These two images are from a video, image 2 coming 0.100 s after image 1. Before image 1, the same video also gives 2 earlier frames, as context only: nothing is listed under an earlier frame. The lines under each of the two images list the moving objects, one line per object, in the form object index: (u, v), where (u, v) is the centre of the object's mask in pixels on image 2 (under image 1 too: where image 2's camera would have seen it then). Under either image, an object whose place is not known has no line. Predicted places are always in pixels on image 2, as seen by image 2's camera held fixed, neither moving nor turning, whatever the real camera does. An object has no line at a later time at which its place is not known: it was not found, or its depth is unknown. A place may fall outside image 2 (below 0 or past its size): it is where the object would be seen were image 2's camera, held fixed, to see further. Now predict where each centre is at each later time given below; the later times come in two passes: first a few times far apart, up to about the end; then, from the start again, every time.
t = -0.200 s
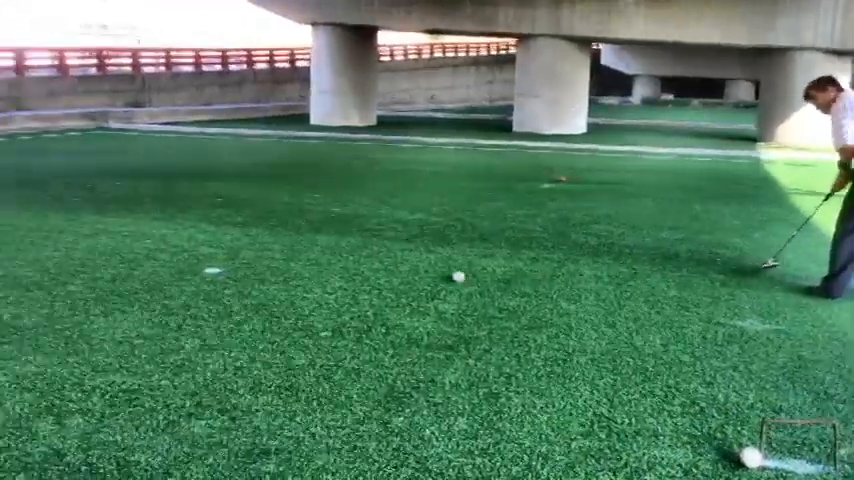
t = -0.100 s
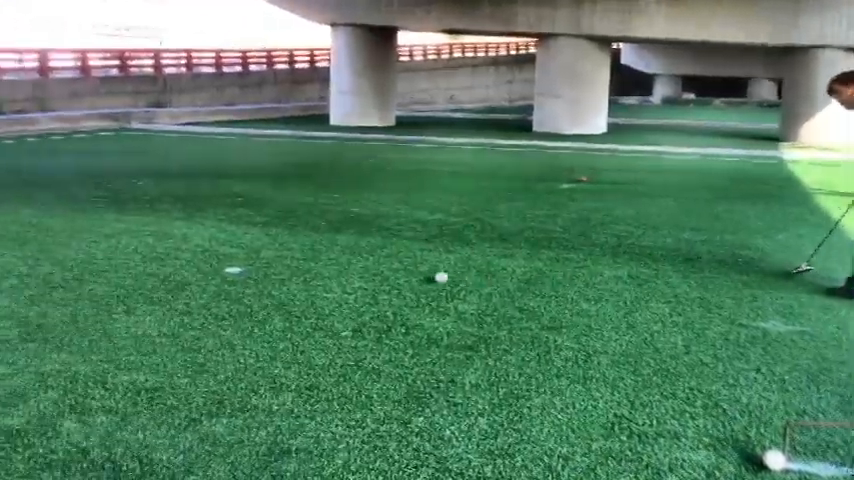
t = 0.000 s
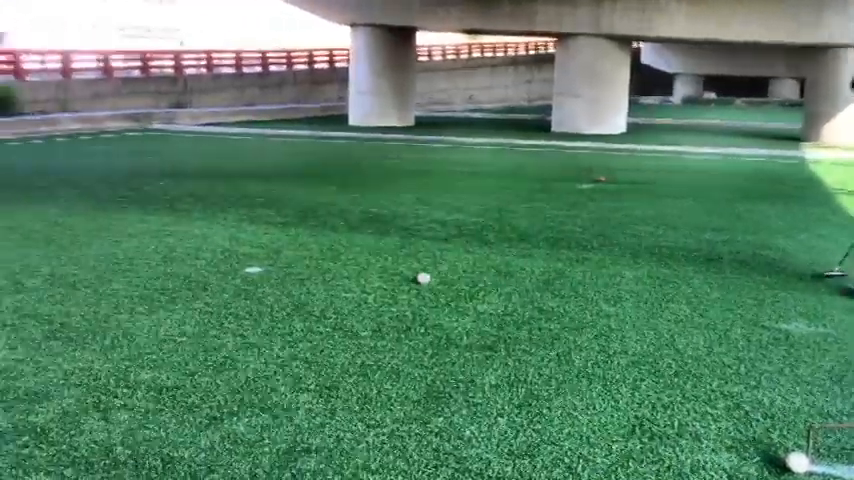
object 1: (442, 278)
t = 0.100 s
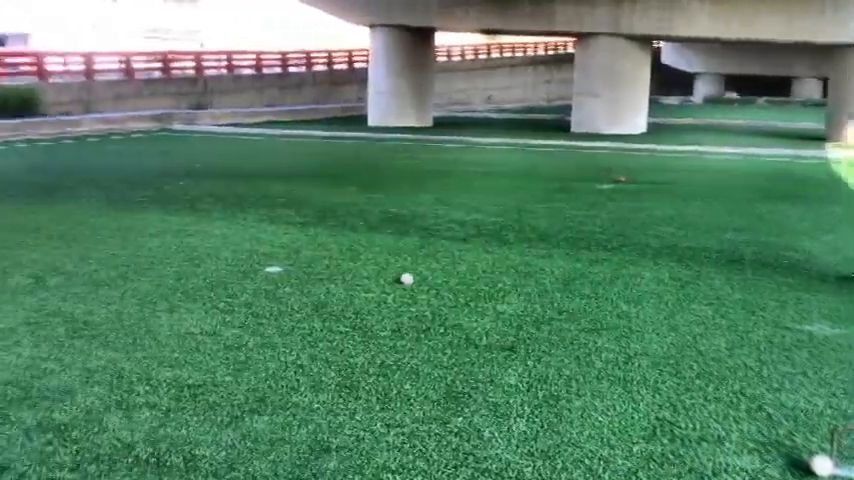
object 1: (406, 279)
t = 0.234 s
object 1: (359, 279)
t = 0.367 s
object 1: (314, 279)
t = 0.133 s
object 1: (394, 279)
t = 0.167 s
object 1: (382, 279)
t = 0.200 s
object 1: (370, 279)
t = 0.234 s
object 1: (359, 279)
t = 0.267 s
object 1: (347, 279)
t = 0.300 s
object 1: (336, 279)
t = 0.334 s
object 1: (324, 279)
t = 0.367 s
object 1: (314, 279)
